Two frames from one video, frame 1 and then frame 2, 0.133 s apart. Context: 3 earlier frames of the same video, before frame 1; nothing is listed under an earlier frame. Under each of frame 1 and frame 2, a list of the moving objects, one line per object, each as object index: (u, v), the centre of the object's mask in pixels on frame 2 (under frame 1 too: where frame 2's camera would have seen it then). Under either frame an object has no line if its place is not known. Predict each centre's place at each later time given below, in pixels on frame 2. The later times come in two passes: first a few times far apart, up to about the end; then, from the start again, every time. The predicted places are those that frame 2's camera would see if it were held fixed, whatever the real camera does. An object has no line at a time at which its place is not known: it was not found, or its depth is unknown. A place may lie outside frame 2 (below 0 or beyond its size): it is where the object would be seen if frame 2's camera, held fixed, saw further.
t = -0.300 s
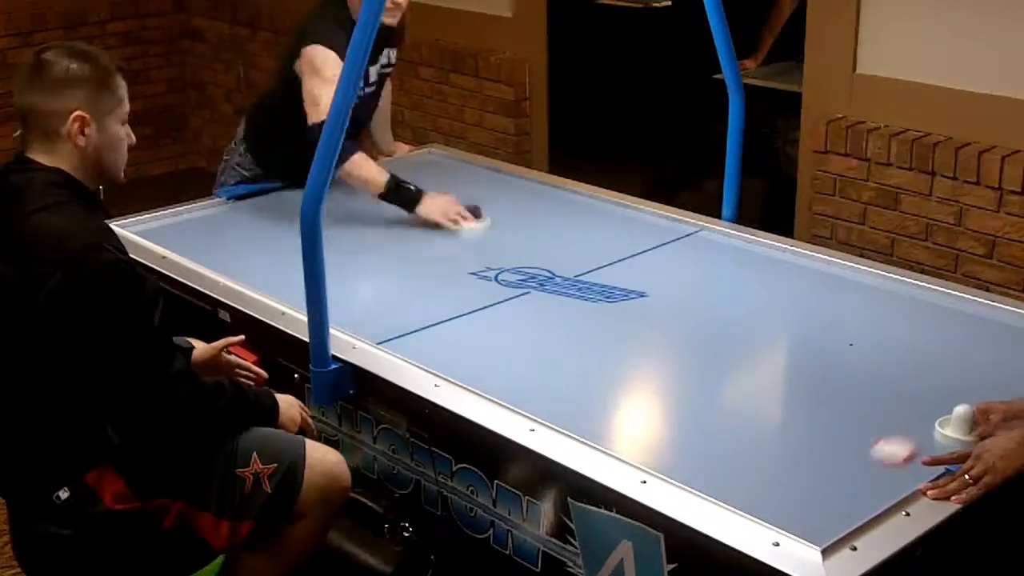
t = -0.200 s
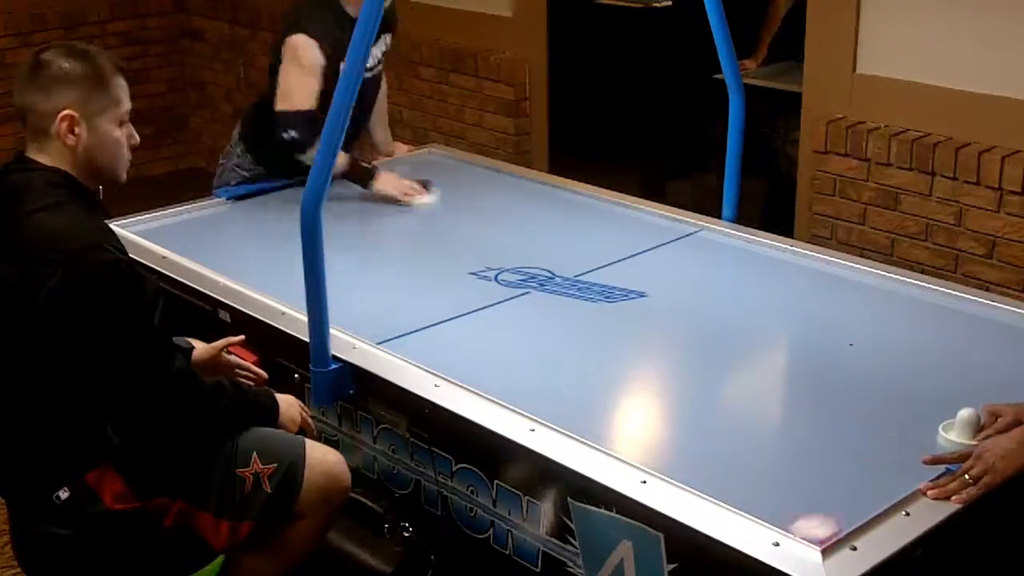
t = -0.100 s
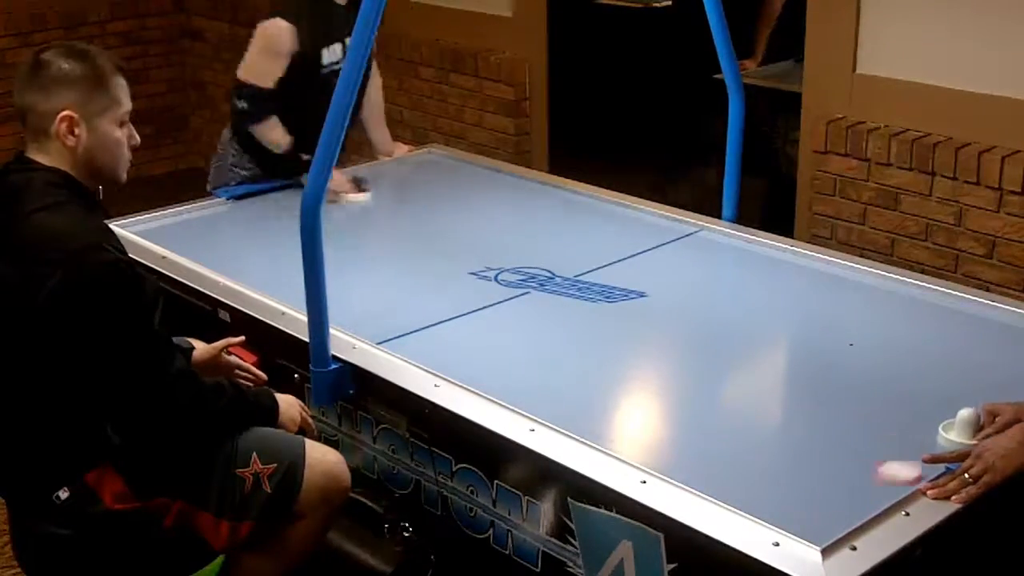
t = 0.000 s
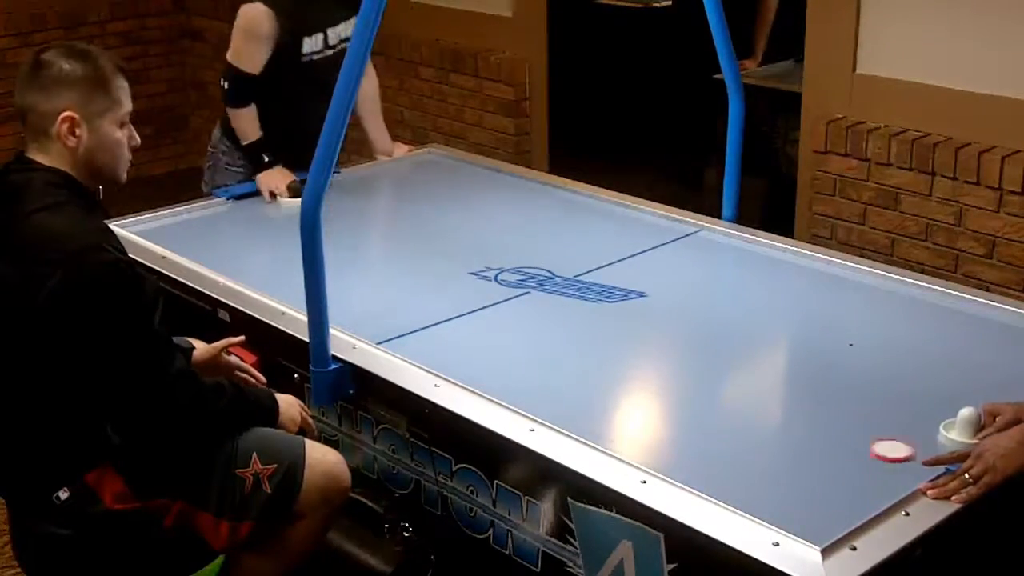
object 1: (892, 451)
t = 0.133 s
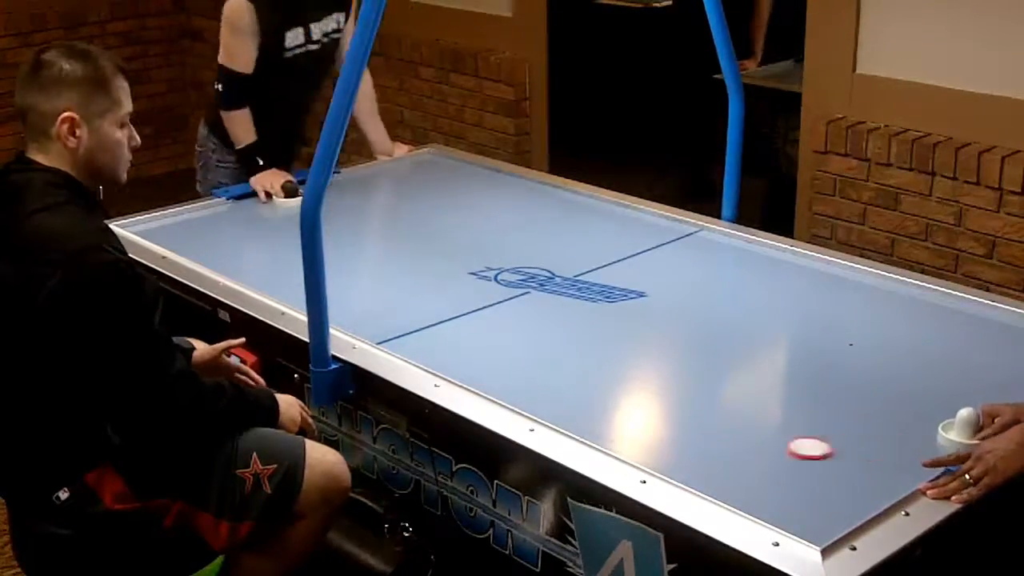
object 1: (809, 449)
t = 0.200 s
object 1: (768, 447)
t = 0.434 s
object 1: (628, 440)
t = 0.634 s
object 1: (593, 410)
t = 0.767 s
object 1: (592, 384)
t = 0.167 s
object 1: (788, 448)
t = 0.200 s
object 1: (768, 447)
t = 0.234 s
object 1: (747, 446)
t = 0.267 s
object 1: (726, 446)
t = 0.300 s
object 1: (706, 445)
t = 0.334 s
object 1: (687, 444)
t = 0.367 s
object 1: (667, 443)
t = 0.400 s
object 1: (648, 443)
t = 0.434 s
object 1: (628, 440)
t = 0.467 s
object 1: (609, 439)
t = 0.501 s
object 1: (598, 435)
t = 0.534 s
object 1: (595, 430)
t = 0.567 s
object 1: (594, 423)
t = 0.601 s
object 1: (594, 416)
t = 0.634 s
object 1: (593, 410)
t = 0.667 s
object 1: (593, 403)
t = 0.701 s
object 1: (593, 397)
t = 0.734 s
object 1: (592, 390)
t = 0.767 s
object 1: (592, 384)
